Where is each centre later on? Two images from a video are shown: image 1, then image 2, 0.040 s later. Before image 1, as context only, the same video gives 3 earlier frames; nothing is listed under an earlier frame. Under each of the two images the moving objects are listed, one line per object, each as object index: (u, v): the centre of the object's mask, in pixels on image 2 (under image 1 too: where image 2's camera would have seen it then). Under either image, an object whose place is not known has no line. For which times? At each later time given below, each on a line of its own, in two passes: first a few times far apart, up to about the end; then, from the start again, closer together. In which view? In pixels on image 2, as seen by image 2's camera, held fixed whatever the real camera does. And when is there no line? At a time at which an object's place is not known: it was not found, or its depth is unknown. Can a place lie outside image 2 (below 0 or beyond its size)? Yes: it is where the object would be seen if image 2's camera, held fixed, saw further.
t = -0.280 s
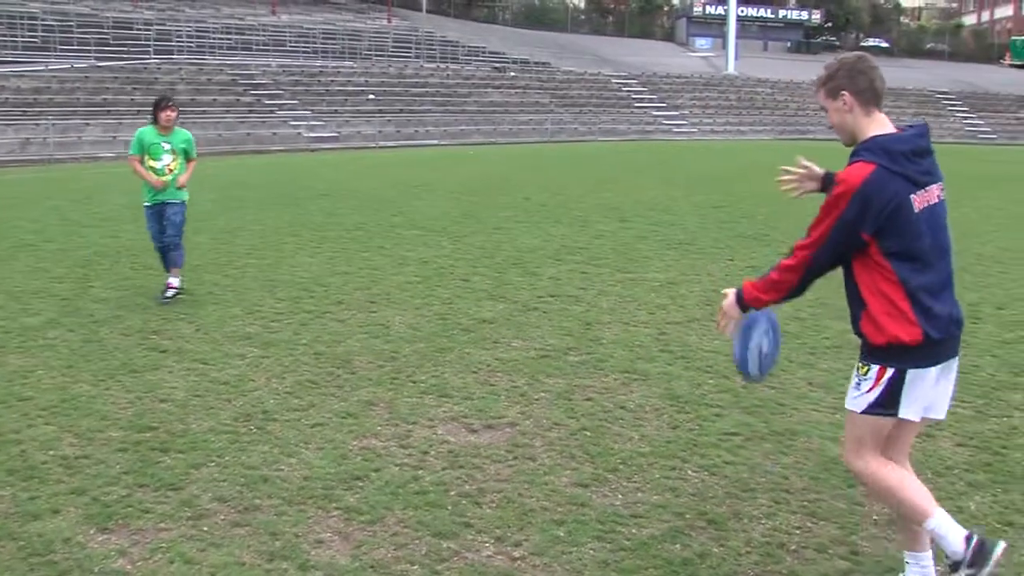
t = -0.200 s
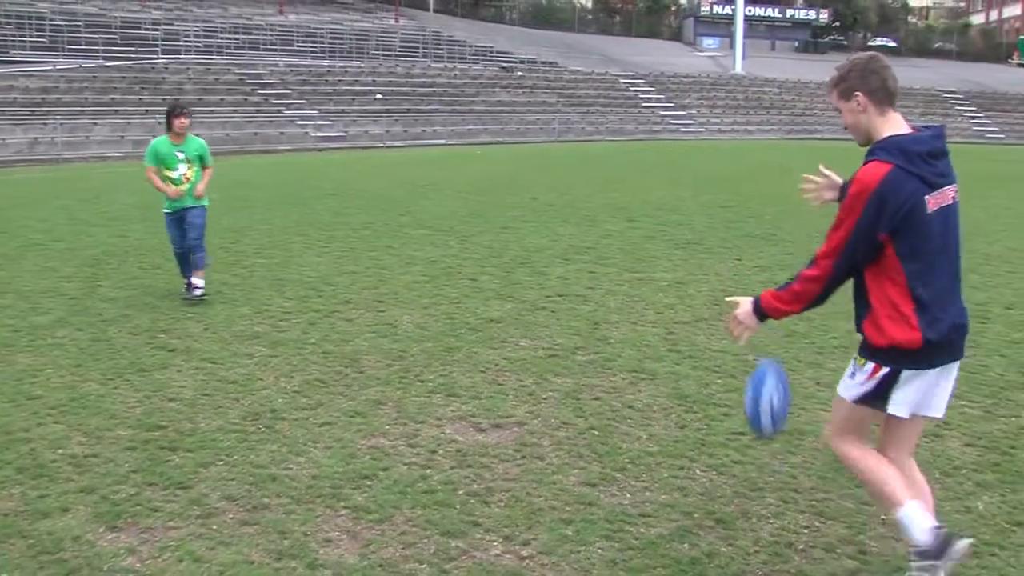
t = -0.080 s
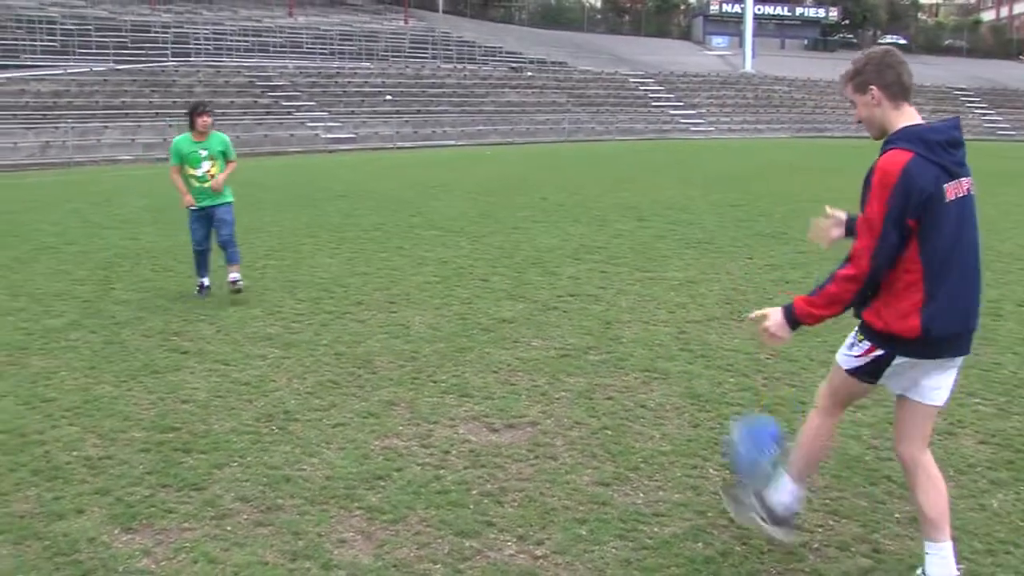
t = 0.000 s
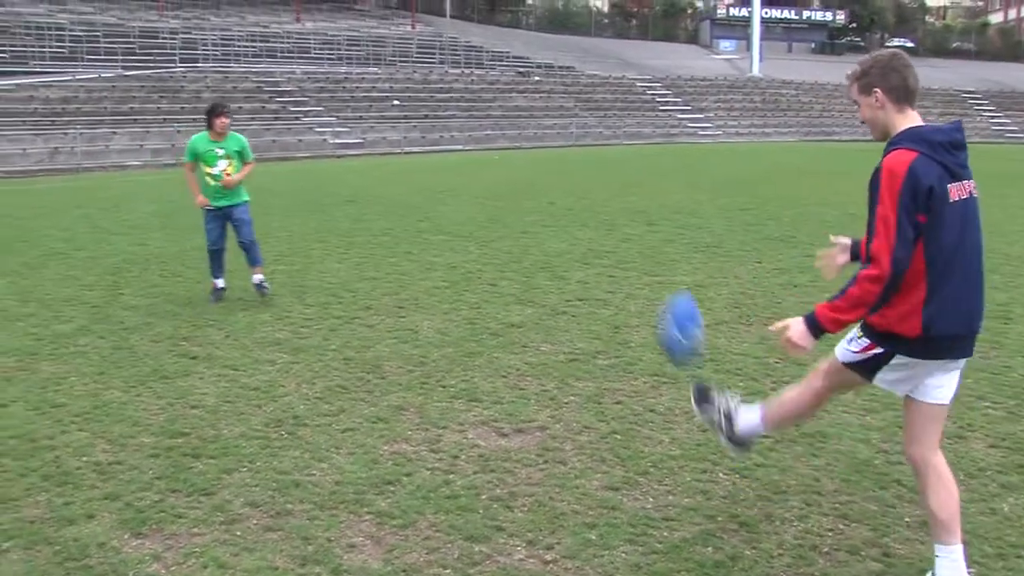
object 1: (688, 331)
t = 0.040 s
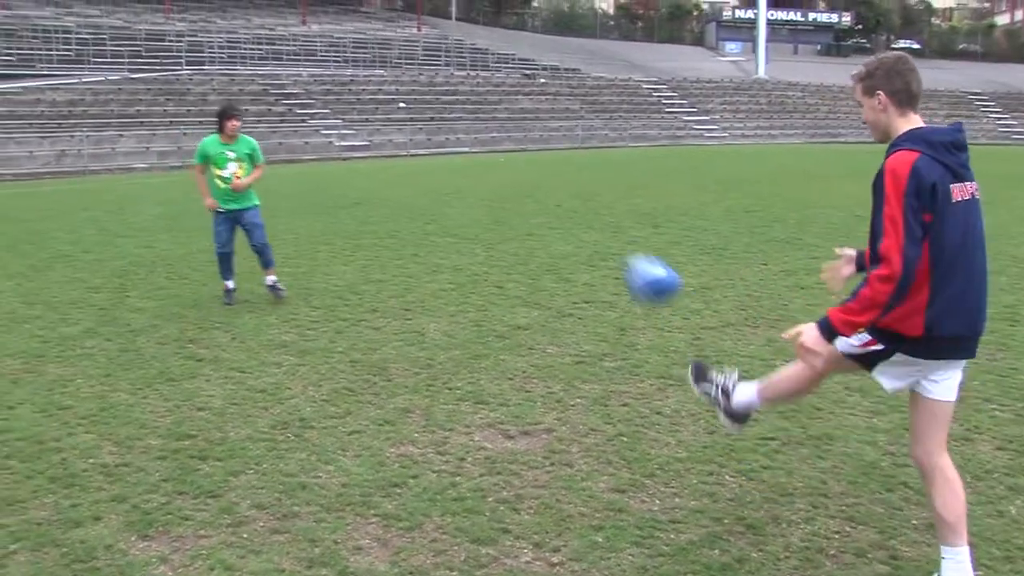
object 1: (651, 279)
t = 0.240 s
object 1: (506, 135)
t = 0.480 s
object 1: (389, 103)
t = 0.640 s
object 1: (331, 133)
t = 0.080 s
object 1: (619, 241)
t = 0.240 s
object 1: (506, 135)
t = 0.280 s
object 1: (484, 123)
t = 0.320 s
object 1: (462, 113)
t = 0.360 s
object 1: (440, 106)
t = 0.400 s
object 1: (421, 100)
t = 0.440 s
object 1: (404, 100)
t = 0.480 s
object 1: (389, 103)
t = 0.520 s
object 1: (372, 108)
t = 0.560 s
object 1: (356, 114)
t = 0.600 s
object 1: (343, 121)
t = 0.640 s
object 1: (331, 133)
